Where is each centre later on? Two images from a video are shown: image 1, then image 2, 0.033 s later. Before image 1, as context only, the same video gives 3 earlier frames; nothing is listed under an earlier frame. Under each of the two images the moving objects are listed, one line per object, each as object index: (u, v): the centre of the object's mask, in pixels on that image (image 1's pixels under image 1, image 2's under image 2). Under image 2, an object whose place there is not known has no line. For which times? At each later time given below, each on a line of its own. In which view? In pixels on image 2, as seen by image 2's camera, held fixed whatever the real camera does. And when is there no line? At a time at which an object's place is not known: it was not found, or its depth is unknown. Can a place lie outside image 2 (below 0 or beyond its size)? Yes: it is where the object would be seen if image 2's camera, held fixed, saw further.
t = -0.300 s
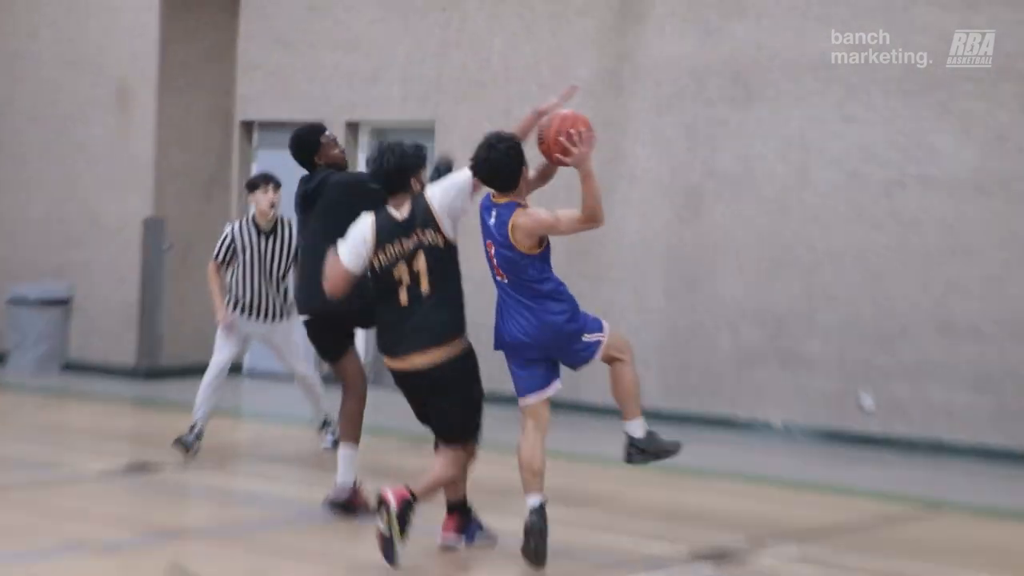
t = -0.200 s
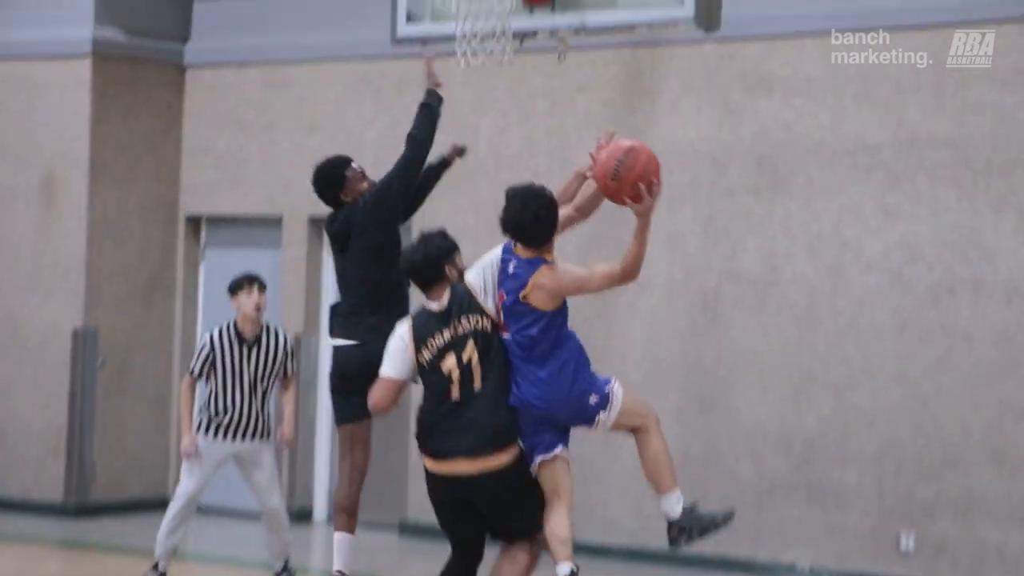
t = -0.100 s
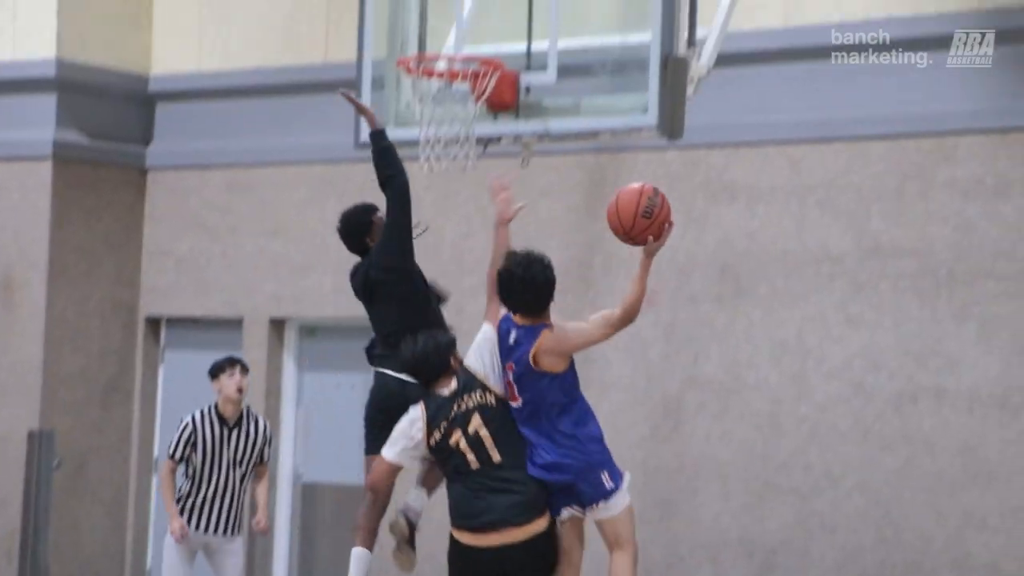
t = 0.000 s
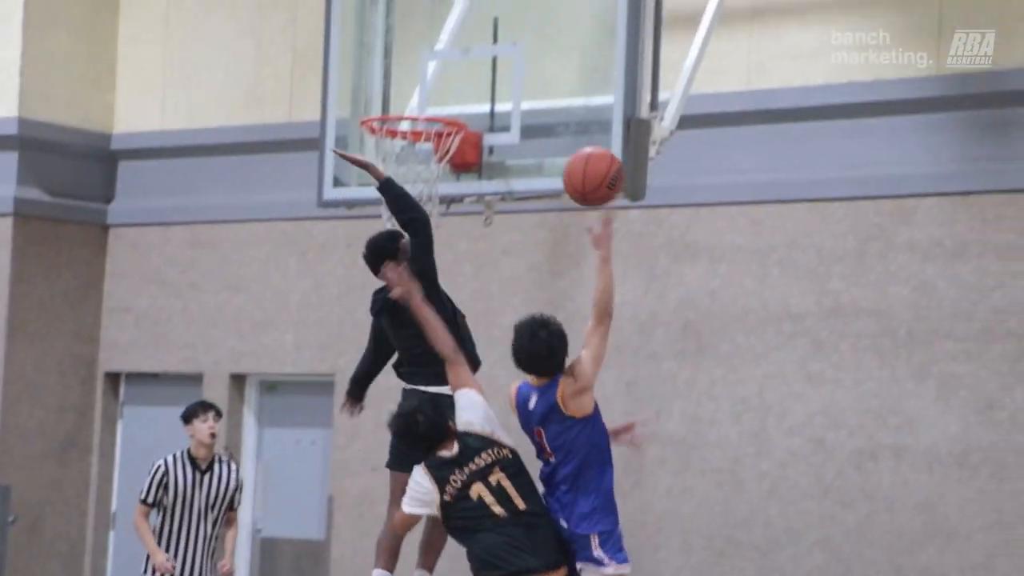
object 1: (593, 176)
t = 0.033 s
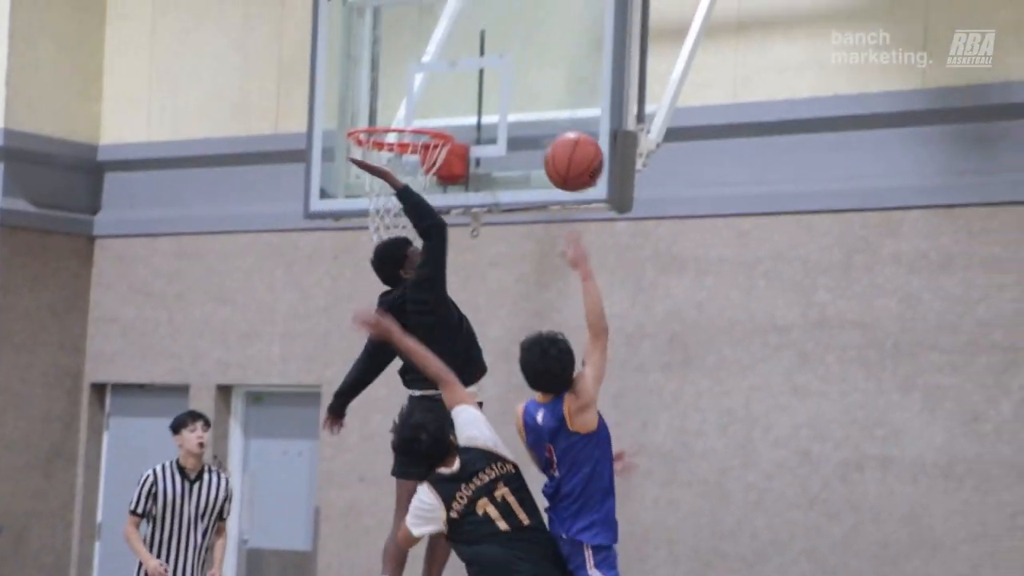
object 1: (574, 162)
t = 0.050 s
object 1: (571, 149)
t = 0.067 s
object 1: (568, 138)
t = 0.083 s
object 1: (565, 128)
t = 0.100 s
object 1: (562, 118)
